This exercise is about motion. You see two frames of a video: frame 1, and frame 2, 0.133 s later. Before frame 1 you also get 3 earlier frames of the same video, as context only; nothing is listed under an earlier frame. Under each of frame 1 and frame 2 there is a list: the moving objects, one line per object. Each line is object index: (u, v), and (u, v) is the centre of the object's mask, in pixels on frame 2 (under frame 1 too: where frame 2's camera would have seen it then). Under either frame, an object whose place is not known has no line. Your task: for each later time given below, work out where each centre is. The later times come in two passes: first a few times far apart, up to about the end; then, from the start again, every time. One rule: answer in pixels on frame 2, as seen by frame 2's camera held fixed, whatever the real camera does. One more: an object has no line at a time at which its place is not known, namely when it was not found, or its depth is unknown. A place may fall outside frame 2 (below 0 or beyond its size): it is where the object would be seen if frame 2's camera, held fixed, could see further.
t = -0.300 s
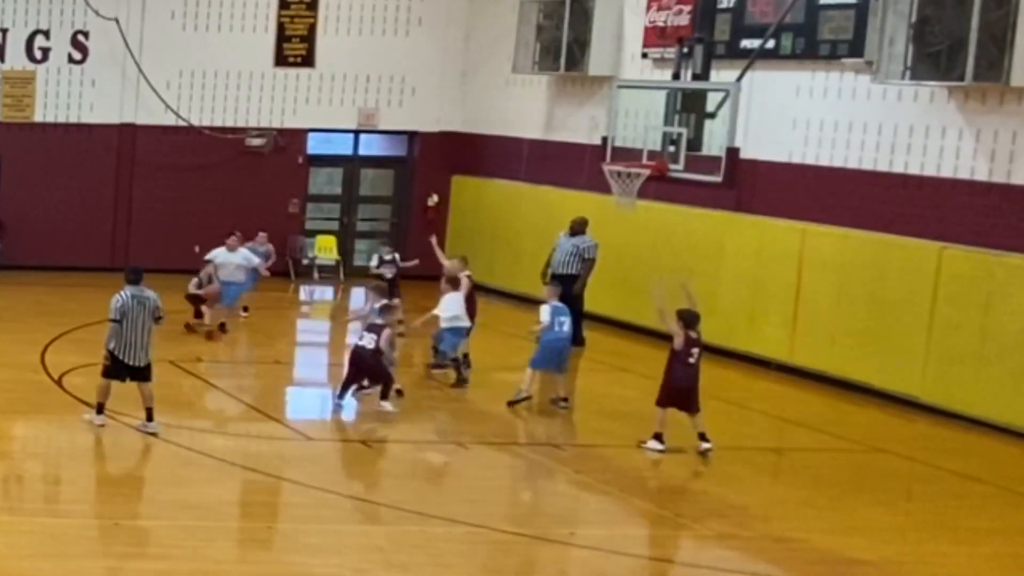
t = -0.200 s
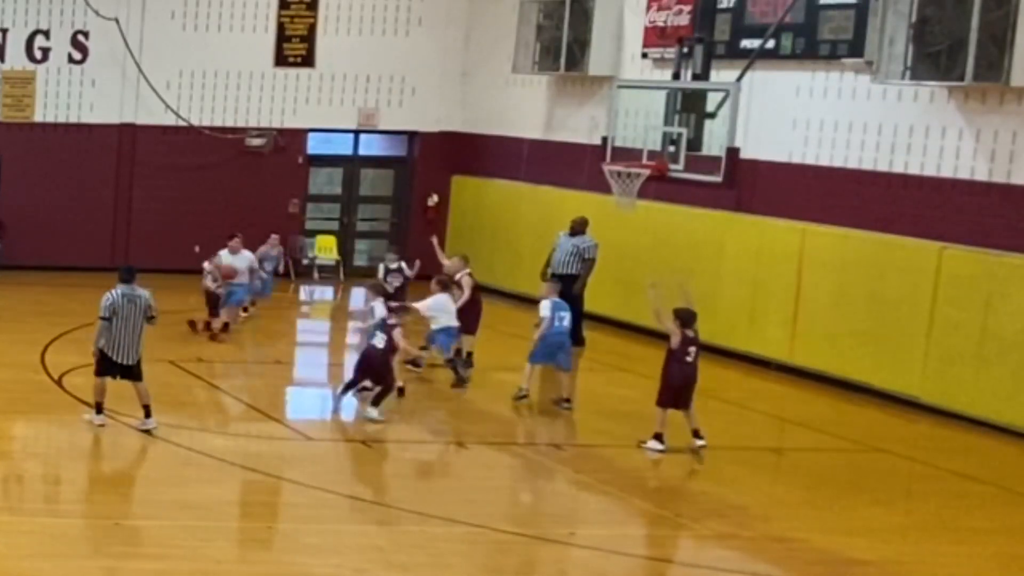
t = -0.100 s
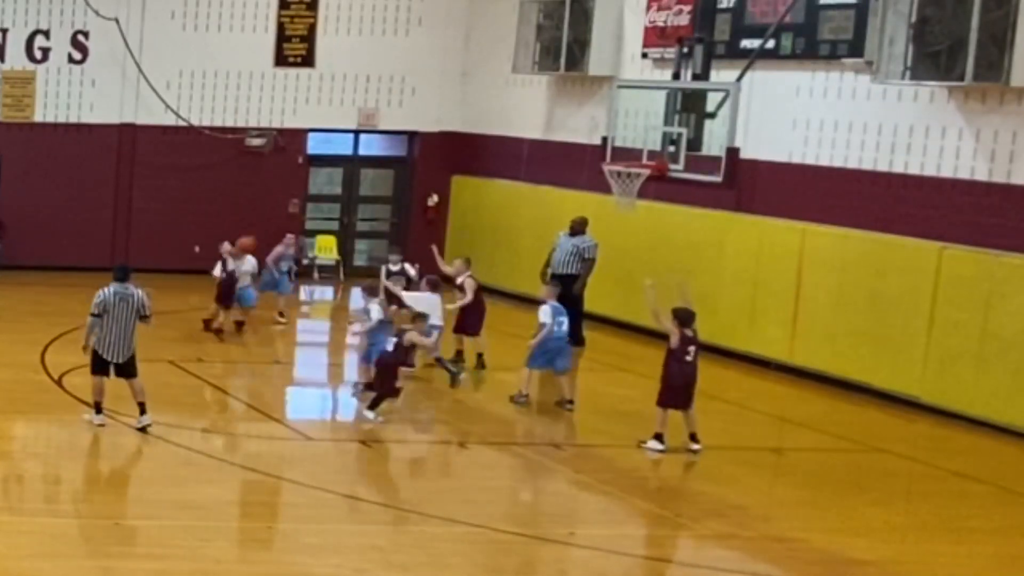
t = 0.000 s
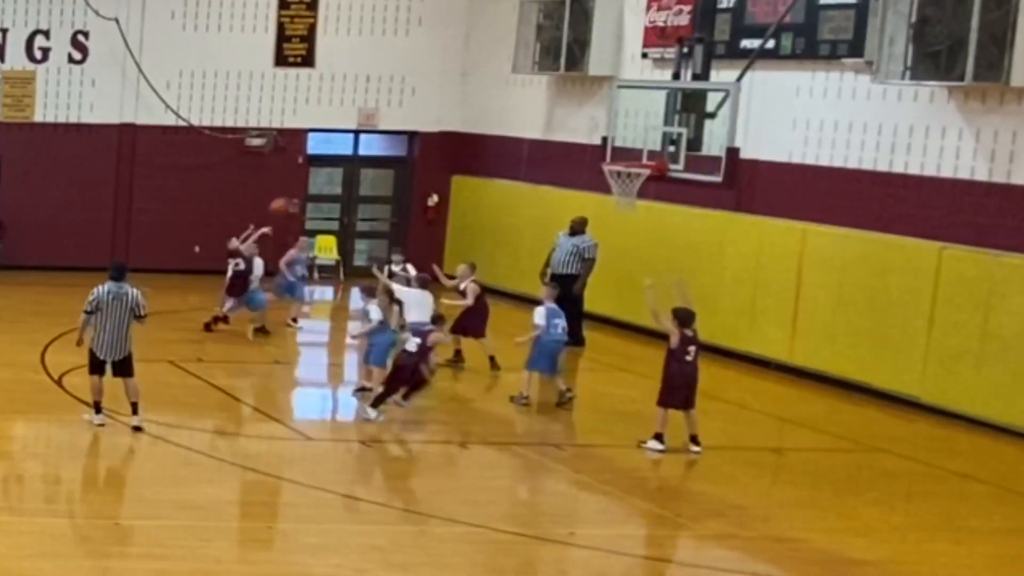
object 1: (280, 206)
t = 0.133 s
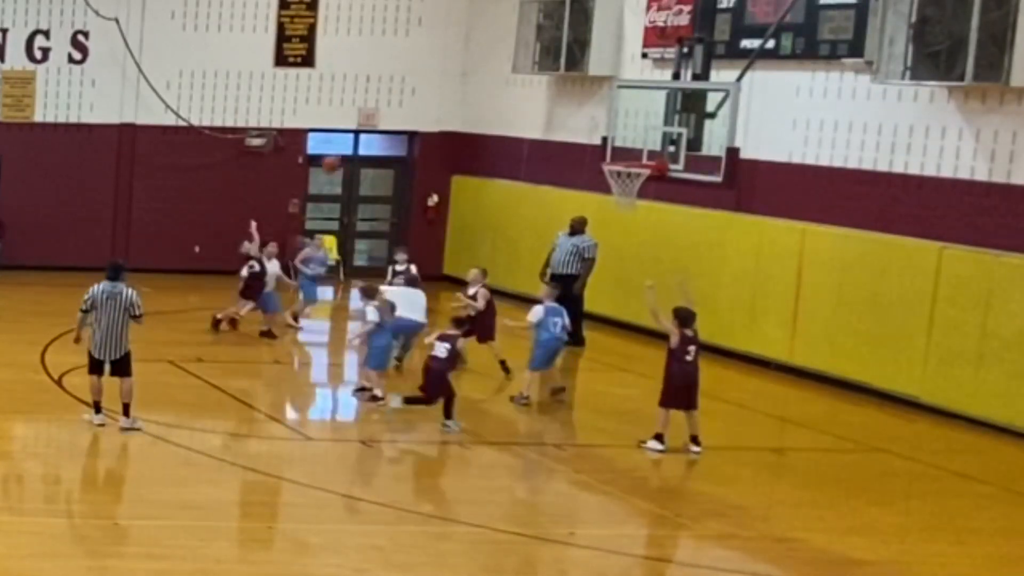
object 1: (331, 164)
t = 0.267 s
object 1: (386, 131)
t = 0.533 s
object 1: (494, 106)
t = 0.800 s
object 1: (605, 140)
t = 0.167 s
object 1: (346, 155)
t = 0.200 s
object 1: (359, 147)
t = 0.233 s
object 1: (373, 138)
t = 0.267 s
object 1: (386, 131)
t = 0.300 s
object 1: (400, 125)
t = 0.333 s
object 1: (413, 120)
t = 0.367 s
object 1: (426, 116)
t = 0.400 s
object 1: (439, 112)
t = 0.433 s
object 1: (453, 110)
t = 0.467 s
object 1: (467, 107)
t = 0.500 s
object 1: (481, 106)
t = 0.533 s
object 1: (494, 106)
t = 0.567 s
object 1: (508, 107)
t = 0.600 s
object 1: (521, 109)
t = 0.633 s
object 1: (535, 112)
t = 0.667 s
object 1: (549, 116)
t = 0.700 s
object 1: (563, 121)
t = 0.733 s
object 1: (577, 126)
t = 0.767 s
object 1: (590, 133)
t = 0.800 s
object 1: (605, 140)
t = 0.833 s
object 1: (619, 151)
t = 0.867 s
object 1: (634, 158)
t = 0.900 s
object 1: (639, 169)
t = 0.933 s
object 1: (634, 179)
